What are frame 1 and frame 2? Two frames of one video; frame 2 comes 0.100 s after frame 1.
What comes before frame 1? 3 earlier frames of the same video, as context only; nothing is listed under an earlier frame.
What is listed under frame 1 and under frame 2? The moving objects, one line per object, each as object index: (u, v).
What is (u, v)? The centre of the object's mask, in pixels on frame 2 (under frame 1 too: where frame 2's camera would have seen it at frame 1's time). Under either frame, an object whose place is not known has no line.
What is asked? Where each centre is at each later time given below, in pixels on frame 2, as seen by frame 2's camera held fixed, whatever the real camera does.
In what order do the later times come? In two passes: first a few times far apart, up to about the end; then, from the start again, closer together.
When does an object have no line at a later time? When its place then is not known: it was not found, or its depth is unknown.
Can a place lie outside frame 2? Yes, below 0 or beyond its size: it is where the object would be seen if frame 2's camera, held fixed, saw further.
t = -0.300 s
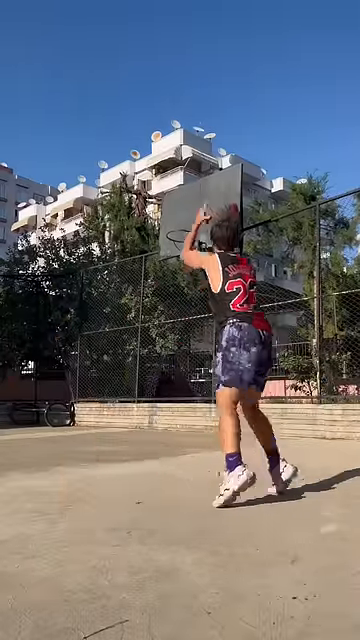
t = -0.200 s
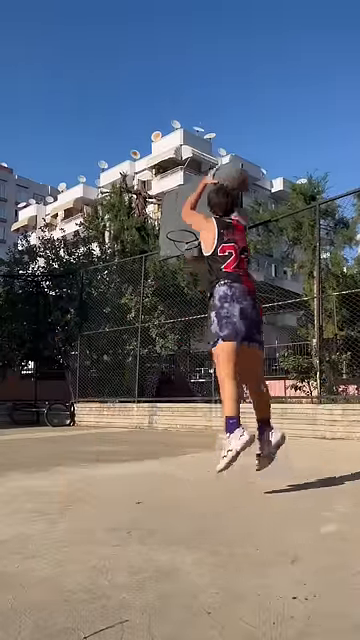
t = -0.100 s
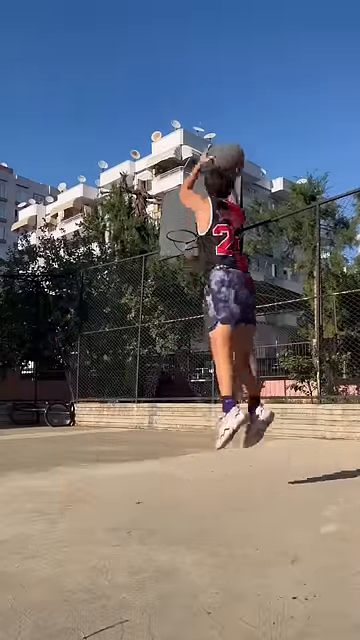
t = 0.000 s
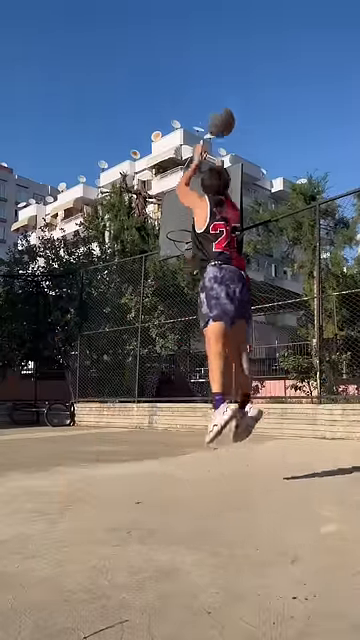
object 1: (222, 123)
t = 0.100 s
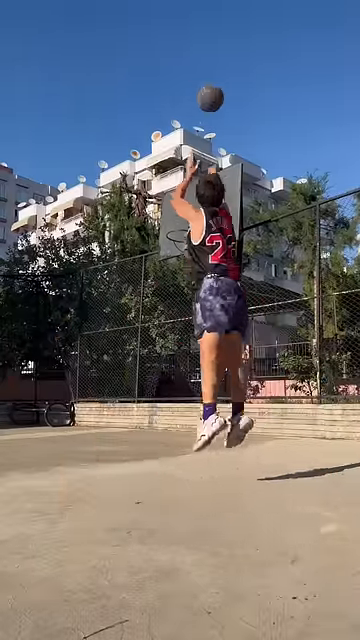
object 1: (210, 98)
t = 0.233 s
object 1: (201, 87)
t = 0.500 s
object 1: (191, 109)
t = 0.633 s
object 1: (186, 135)
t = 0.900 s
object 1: (183, 208)
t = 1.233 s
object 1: (182, 312)
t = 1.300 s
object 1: (184, 338)
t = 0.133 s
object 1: (207, 94)
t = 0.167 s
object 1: (205, 91)
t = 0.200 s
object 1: (203, 89)
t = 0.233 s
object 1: (201, 87)
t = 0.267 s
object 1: (199, 87)
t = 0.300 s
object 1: (198, 88)
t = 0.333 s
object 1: (196, 89)
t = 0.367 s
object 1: (195, 91)
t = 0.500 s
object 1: (191, 109)
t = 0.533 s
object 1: (190, 114)
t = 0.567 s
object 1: (190, 121)
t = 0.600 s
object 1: (186, 127)
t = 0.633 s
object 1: (186, 135)
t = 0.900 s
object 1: (183, 208)
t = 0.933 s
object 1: (182, 218)
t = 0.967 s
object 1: (181, 229)
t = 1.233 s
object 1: (182, 312)
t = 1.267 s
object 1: (183, 326)
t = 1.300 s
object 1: (184, 338)
